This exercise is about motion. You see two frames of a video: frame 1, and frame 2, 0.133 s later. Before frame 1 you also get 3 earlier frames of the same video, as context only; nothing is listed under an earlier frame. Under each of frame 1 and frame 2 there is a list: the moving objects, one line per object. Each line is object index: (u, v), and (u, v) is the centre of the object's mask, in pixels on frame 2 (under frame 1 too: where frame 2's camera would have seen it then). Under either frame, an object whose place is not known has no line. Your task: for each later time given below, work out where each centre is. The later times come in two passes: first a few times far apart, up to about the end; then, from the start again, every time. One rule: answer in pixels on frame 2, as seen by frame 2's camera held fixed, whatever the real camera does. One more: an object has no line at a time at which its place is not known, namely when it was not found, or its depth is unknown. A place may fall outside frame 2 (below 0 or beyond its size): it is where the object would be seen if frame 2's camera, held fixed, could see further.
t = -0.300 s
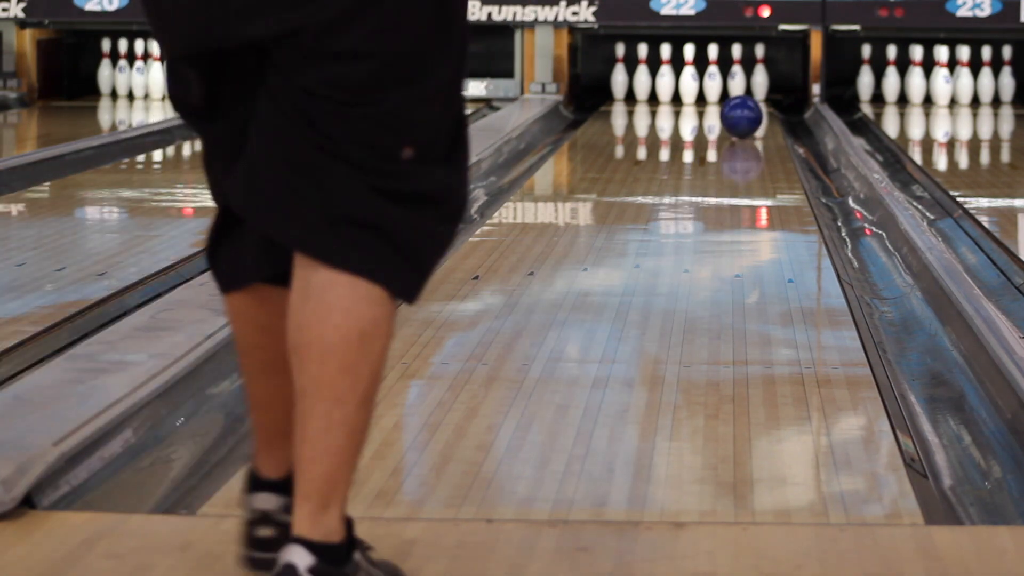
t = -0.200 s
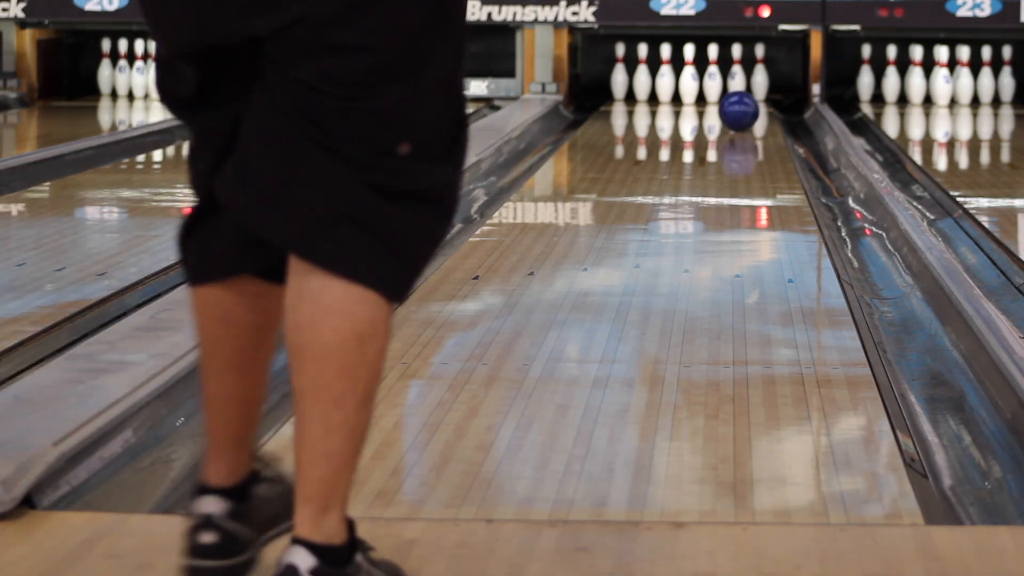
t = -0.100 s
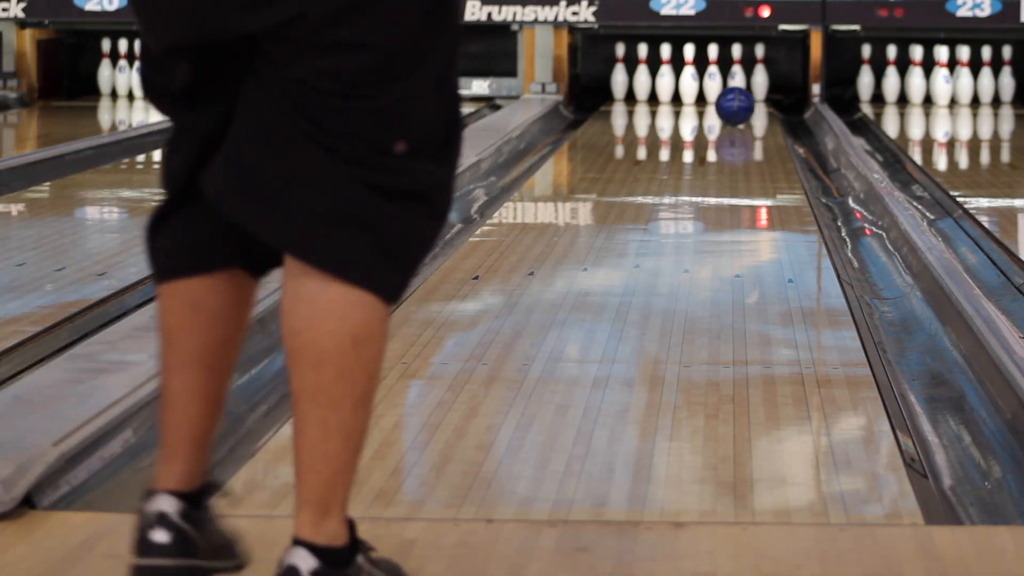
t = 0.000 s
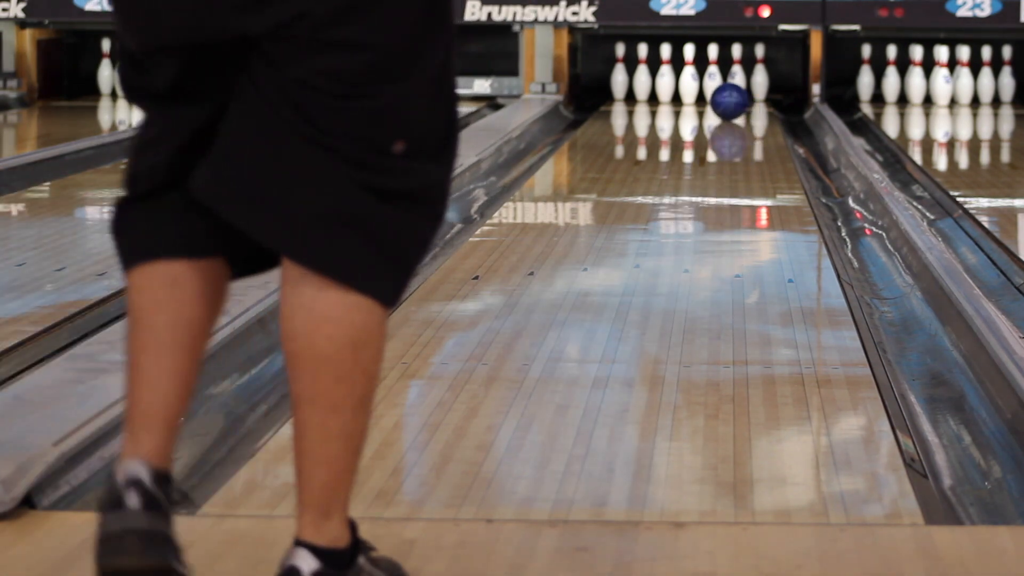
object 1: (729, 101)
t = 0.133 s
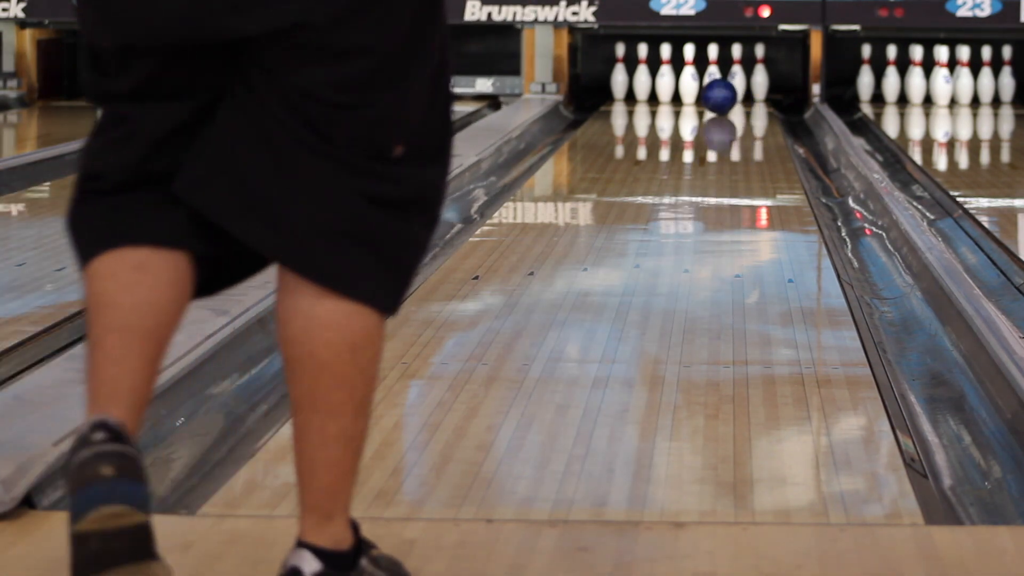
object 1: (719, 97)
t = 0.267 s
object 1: (708, 91)
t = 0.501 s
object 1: (689, 87)
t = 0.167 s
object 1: (717, 95)
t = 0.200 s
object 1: (714, 94)
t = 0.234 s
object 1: (711, 93)
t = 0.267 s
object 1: (708, 91)
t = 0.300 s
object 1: (705, 90)
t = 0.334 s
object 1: (700, 89)
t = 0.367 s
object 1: (698, 87)
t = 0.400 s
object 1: (696, 86)
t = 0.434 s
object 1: (696, 87)
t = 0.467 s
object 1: (694, 86)
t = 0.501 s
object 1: (689, 87)
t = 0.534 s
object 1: (685, 85)
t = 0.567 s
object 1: (680, 86)
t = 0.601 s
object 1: (675, 85)
